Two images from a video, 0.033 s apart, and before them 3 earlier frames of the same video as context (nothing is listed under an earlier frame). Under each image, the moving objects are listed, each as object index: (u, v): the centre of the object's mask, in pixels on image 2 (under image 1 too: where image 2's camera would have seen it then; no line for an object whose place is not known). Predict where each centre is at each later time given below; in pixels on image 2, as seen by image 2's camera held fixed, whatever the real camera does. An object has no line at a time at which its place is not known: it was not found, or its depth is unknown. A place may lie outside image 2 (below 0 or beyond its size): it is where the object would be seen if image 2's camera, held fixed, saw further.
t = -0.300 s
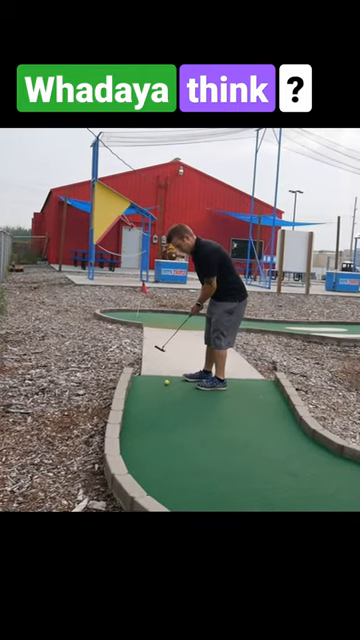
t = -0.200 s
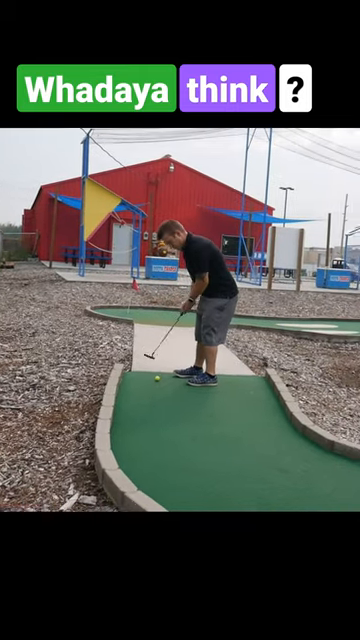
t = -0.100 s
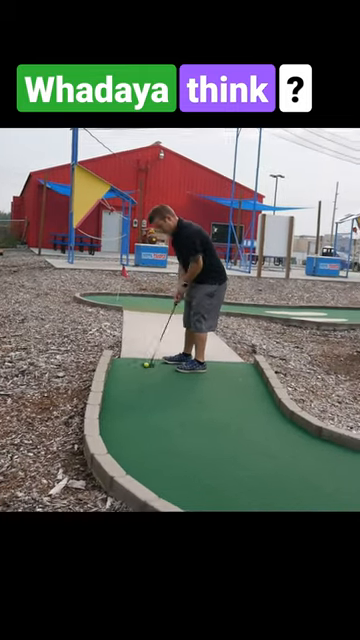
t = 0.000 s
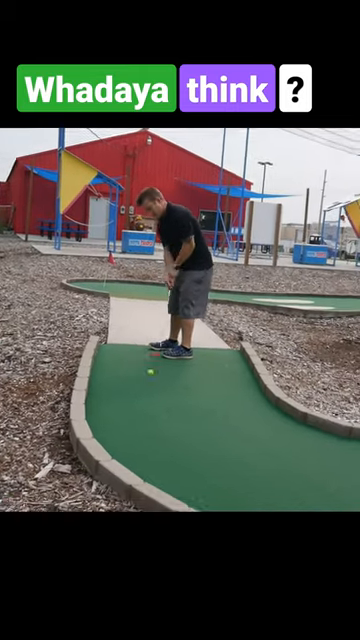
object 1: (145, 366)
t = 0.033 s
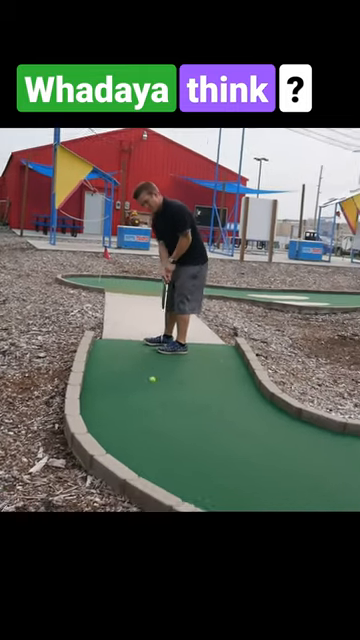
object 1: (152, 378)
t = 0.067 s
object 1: (161, 394)
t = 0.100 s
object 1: (170, 416)
